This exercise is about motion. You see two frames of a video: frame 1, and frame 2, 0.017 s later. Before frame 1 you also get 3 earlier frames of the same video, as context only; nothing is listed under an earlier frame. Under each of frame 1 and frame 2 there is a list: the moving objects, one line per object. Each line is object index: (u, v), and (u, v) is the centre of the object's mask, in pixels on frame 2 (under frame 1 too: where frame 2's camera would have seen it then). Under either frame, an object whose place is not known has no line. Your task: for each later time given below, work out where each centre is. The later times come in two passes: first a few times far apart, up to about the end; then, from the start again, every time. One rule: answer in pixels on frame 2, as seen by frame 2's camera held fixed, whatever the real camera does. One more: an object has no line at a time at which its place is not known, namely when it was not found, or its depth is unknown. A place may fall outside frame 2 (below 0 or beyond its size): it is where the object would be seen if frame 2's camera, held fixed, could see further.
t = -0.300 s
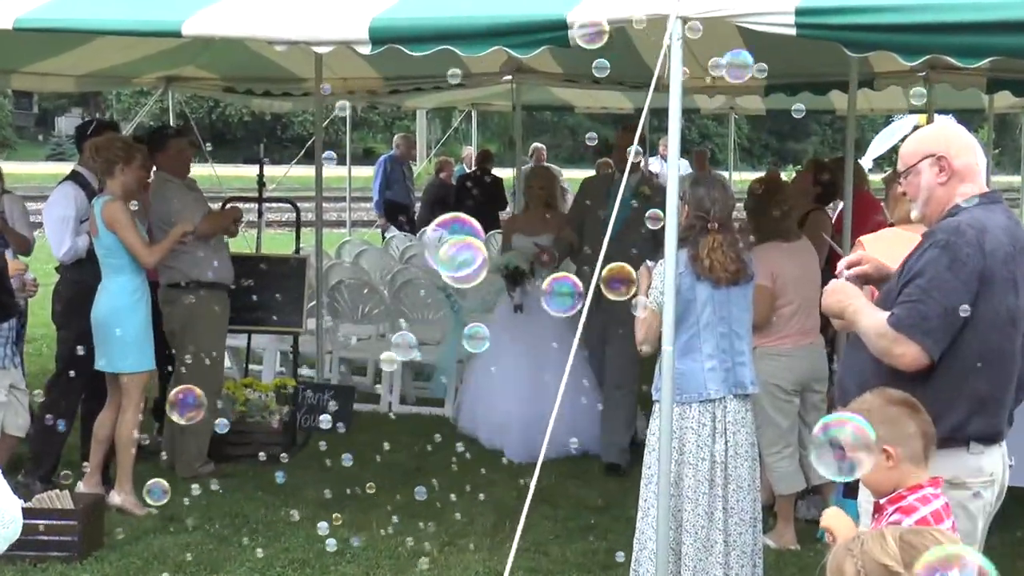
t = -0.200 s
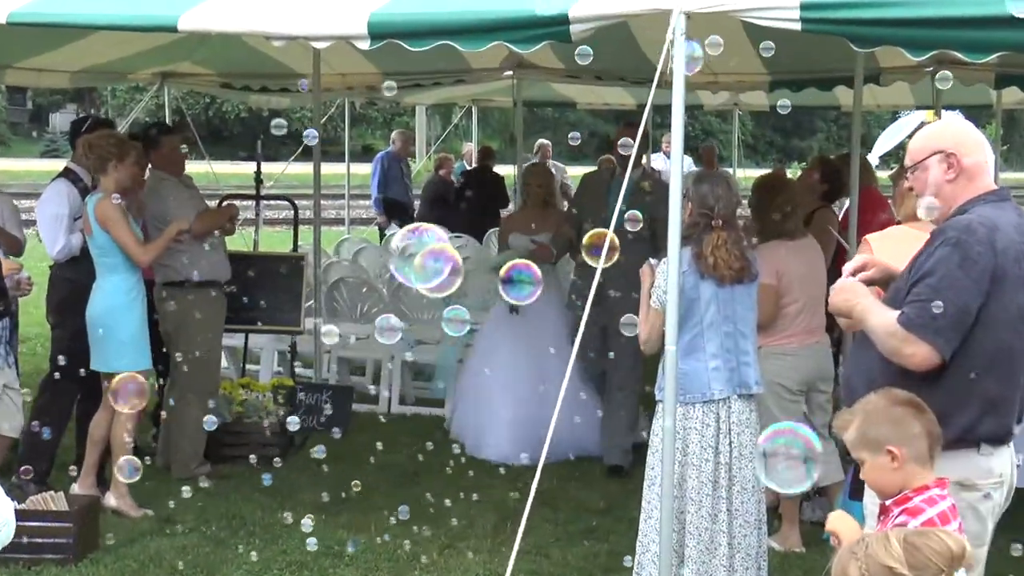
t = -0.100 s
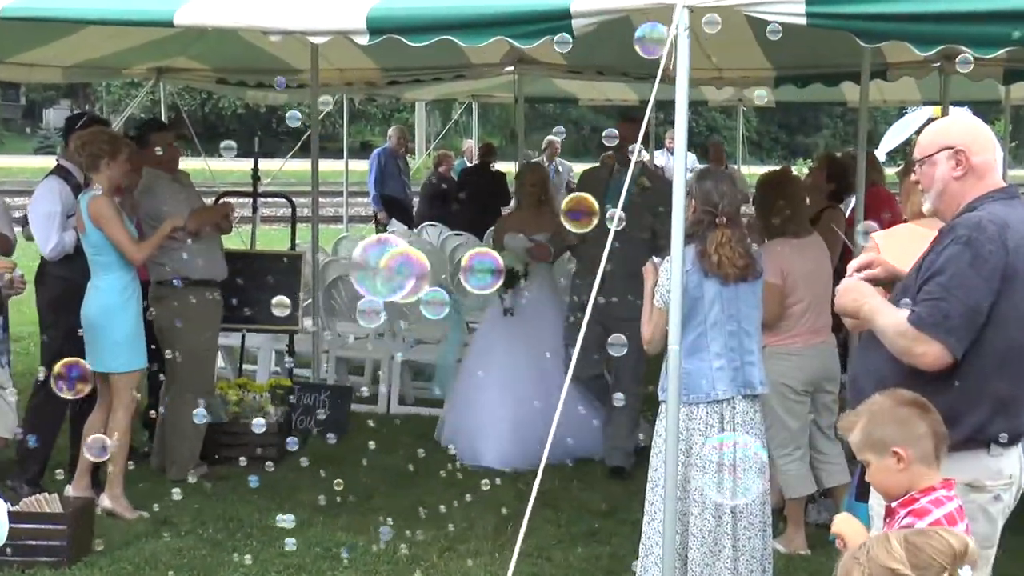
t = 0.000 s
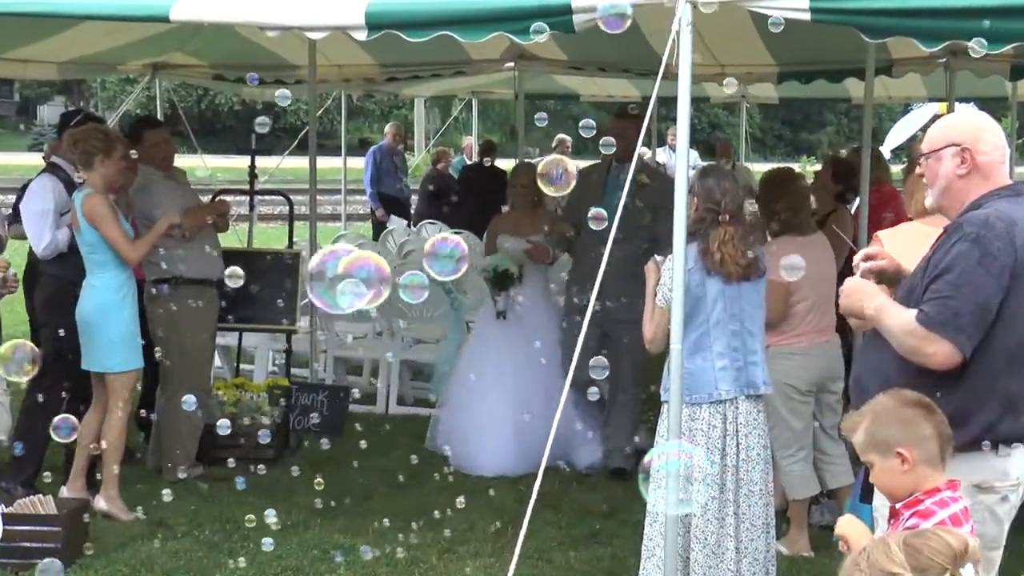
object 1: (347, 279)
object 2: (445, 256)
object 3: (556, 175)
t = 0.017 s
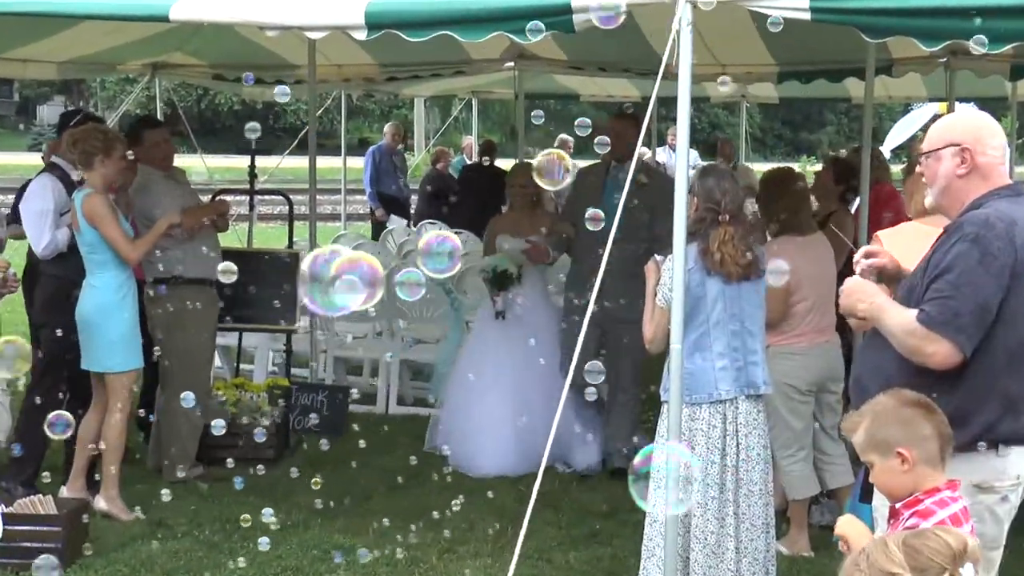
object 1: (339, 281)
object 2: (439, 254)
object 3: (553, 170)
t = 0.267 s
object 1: (218, 319)
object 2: (332, 226)
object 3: (483, 77)
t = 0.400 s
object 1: (136, 343)
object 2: (238, 217)
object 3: (438, 23)
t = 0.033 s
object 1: (332, 283)
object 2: (433, 251)
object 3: (548, 163)
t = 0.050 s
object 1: (325, 284)
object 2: (428, 248)
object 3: (544, 157)
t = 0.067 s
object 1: (317, 286)
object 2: (422, 246)
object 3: (540, 151)
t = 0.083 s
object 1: (310, 288)
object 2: (417, 244)
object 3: (536, 144)
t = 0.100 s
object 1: (303, 290)
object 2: (412, 242)
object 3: (532, 139)
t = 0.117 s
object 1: (296, 291)
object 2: (408, 239)
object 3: (527, 133)
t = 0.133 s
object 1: (286, 295)
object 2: (400, 239)
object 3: (523, 127)
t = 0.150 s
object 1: (278, 298)
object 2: (395, 235)
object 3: (518, 121)
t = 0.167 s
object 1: (270, 301)
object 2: (389, 232)
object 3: (514, 114)
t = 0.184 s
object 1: (262, 304)
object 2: (382, 230)
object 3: (509, 108)
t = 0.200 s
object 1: (253, 307)
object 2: (373, 225)
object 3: (505, 102)
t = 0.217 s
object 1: (245, 309)
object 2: (365, 224)
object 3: (499, 95)
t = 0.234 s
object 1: (236, 312)
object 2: (355, 233)
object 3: (494, 89)
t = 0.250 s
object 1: (227, 316)
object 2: (346, 223)
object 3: (489, 83)
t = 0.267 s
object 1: (218, 319)
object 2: (332, 226)
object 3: (483, 77)
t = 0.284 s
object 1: (210, 322)
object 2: (319, 228)
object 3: (478, 70)
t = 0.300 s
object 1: (201, 325)
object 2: (311, 228)
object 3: (473, 64)
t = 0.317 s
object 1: (191, 329)
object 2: (301, 226)
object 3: (467, 57)
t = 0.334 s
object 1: (183, 331)
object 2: (290, 224)
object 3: (461, 51)
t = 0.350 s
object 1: (172, 335)
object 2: (275, 224)
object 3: (455, 44)
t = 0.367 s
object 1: (161, 337)
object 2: (265, 221)
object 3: (450, 38)
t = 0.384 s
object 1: (149, 340)
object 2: (251, 219)
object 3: (444, 30)
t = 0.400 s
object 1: (136, 343)
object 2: (238, 217)
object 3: (438, 23)
